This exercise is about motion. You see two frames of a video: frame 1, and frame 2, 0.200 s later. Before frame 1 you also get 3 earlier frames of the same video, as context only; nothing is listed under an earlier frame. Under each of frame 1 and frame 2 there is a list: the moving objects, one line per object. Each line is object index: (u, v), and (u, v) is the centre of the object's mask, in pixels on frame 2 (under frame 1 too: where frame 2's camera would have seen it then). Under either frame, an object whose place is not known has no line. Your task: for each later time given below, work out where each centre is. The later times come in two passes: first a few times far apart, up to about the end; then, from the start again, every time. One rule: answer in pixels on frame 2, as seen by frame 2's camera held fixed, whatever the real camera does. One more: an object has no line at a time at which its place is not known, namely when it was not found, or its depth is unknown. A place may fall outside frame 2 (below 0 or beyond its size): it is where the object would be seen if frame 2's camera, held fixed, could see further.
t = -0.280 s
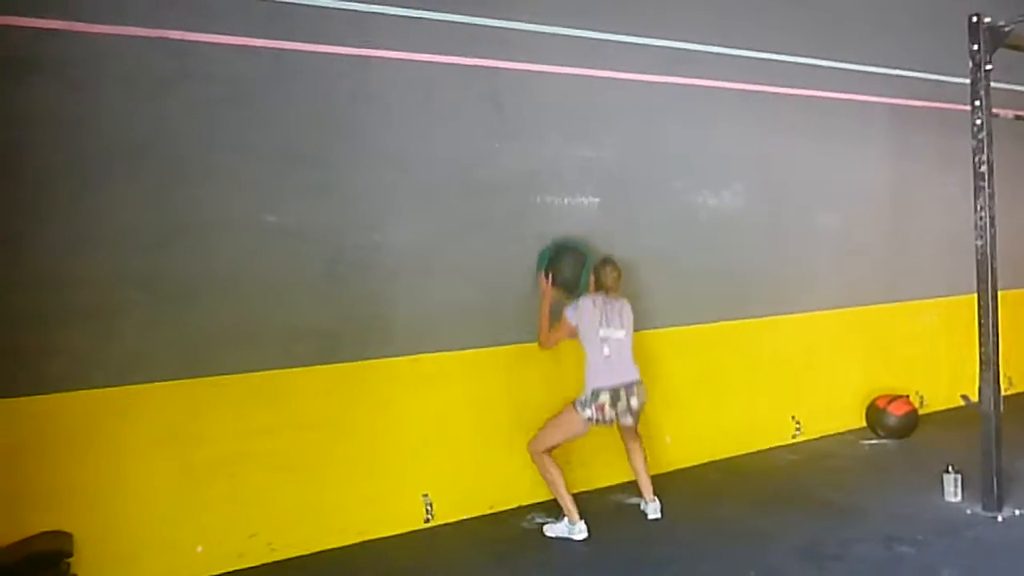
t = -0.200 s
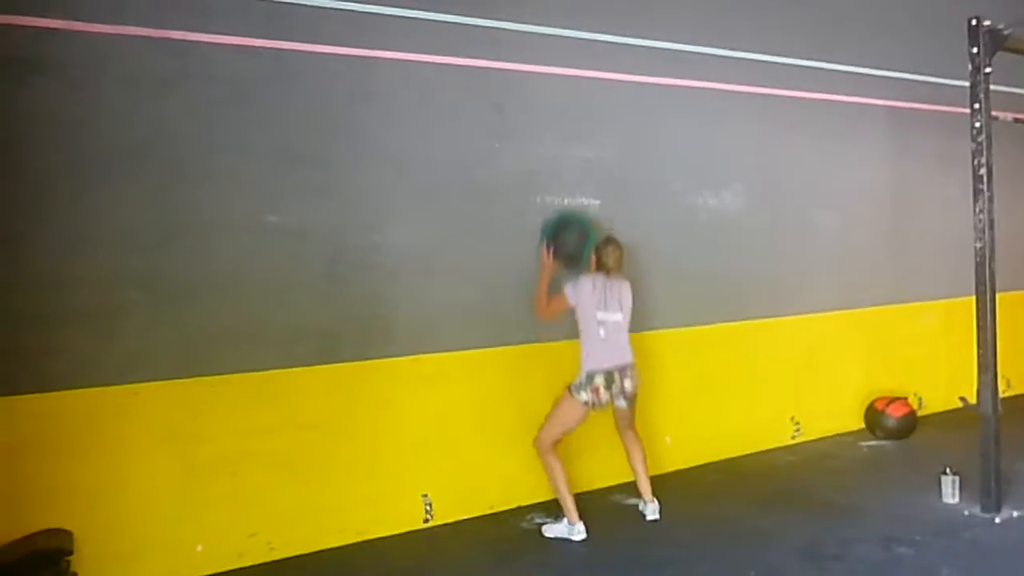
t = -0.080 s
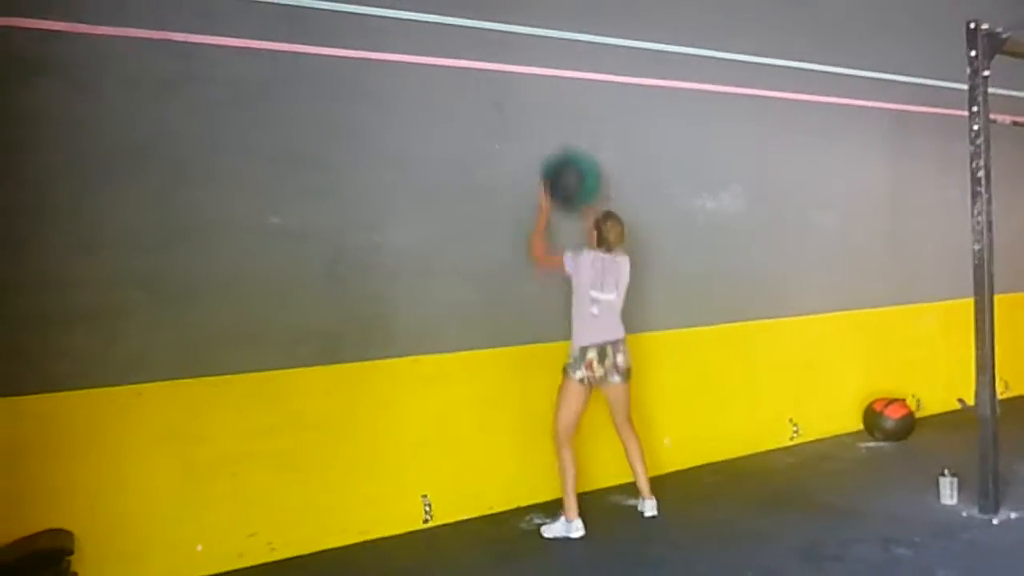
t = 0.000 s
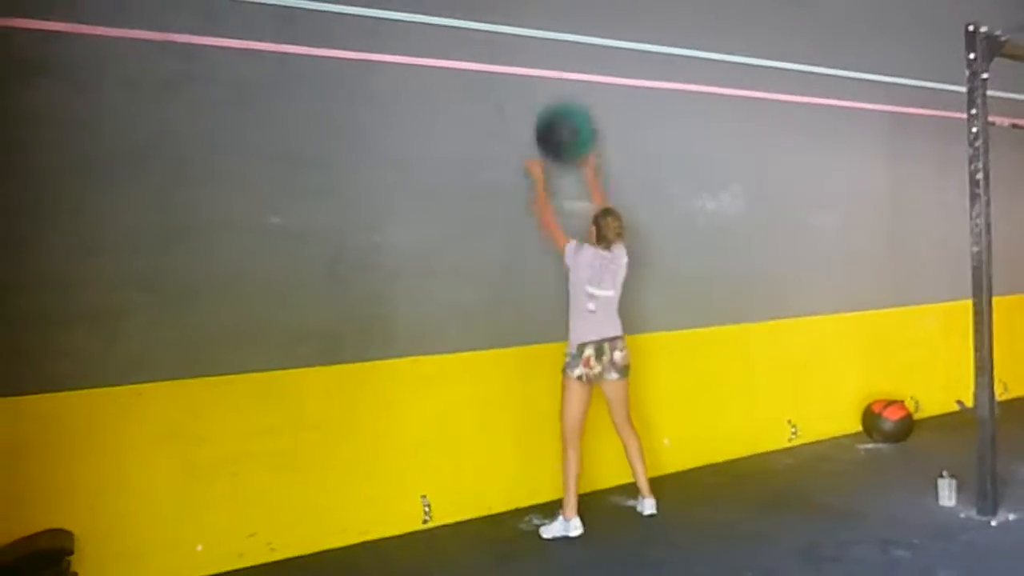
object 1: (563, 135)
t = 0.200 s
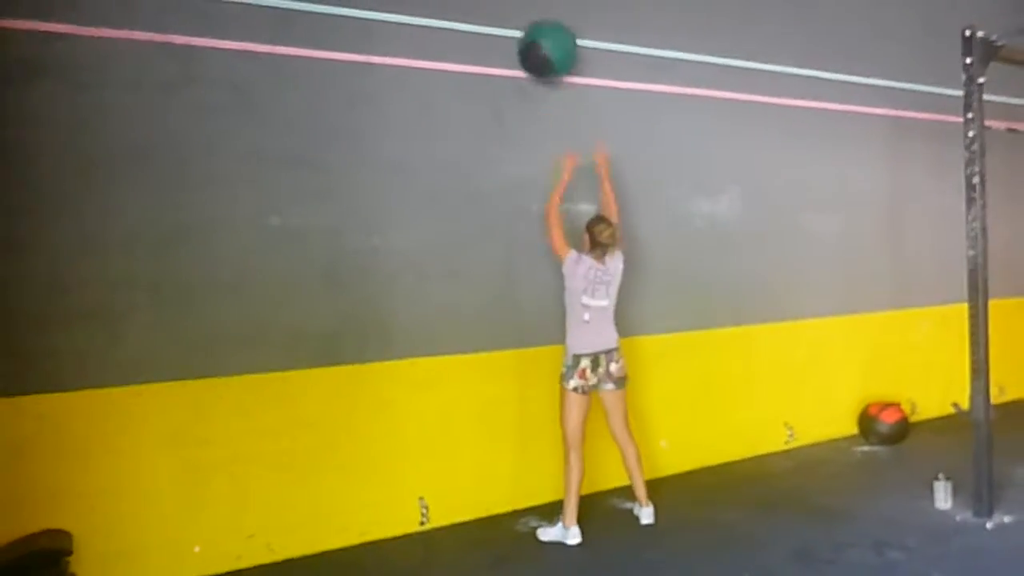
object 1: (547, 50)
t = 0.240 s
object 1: (545, 41)
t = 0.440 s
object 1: (552, 37)
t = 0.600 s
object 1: (561, 82)
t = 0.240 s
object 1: (545, 41)
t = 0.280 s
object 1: (544, 36)
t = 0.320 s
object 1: (546, 33)
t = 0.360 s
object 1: (547, 32)
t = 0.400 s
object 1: (549, 32)
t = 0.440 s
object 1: (552, 37)
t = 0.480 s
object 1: (554, 43)
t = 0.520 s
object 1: (556, 53)
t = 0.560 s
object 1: (559, 67)
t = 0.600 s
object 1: (561, 82)
